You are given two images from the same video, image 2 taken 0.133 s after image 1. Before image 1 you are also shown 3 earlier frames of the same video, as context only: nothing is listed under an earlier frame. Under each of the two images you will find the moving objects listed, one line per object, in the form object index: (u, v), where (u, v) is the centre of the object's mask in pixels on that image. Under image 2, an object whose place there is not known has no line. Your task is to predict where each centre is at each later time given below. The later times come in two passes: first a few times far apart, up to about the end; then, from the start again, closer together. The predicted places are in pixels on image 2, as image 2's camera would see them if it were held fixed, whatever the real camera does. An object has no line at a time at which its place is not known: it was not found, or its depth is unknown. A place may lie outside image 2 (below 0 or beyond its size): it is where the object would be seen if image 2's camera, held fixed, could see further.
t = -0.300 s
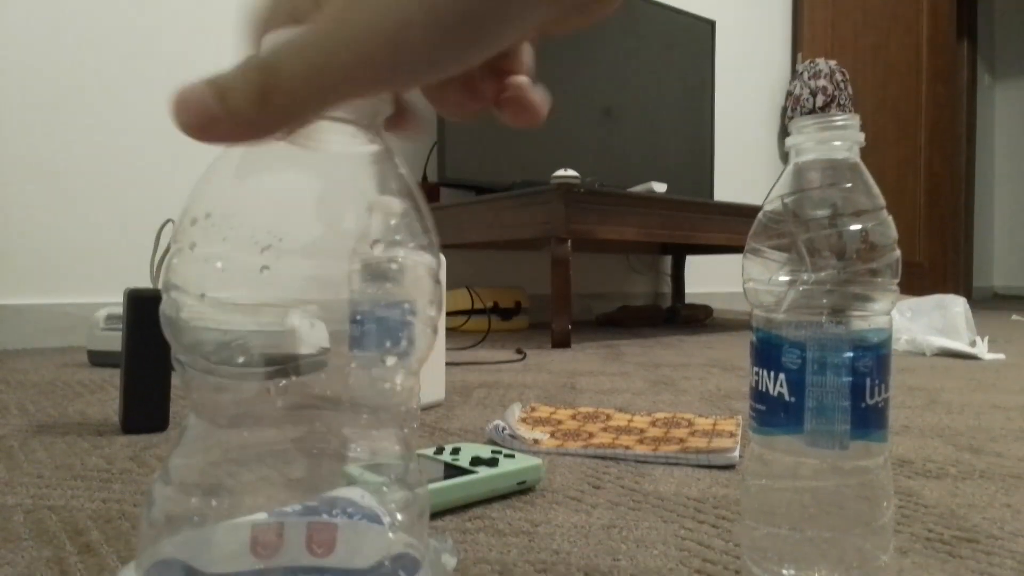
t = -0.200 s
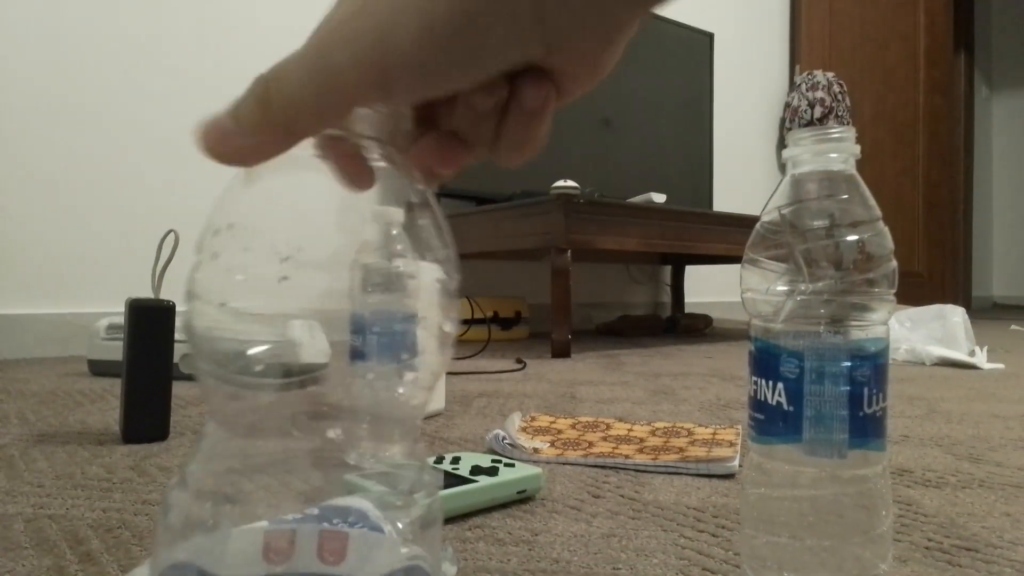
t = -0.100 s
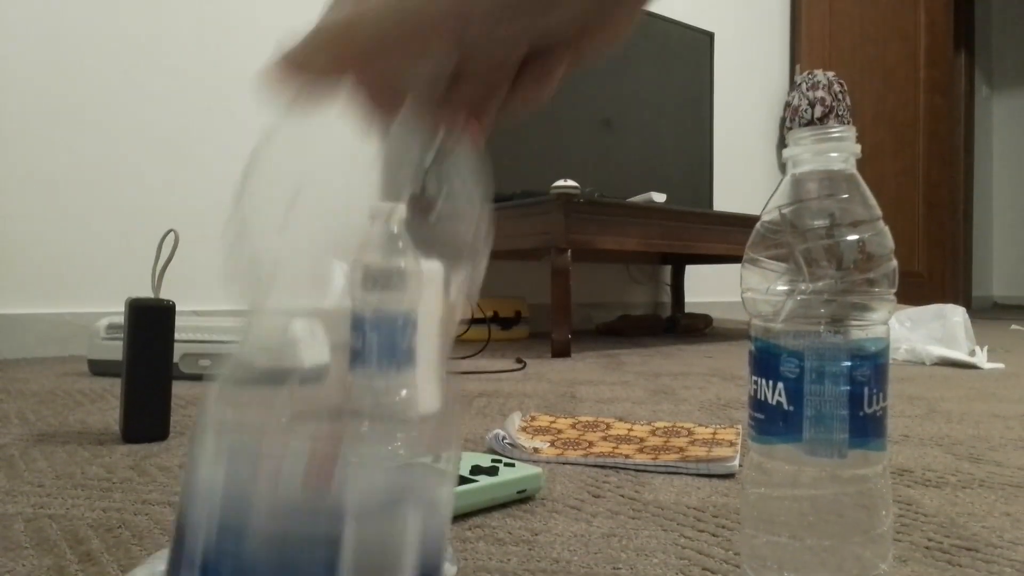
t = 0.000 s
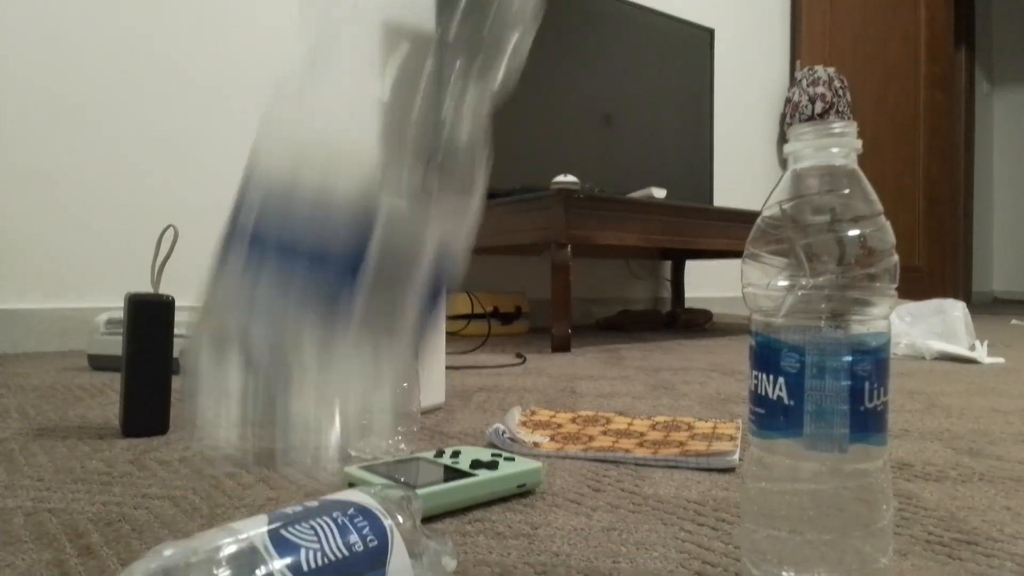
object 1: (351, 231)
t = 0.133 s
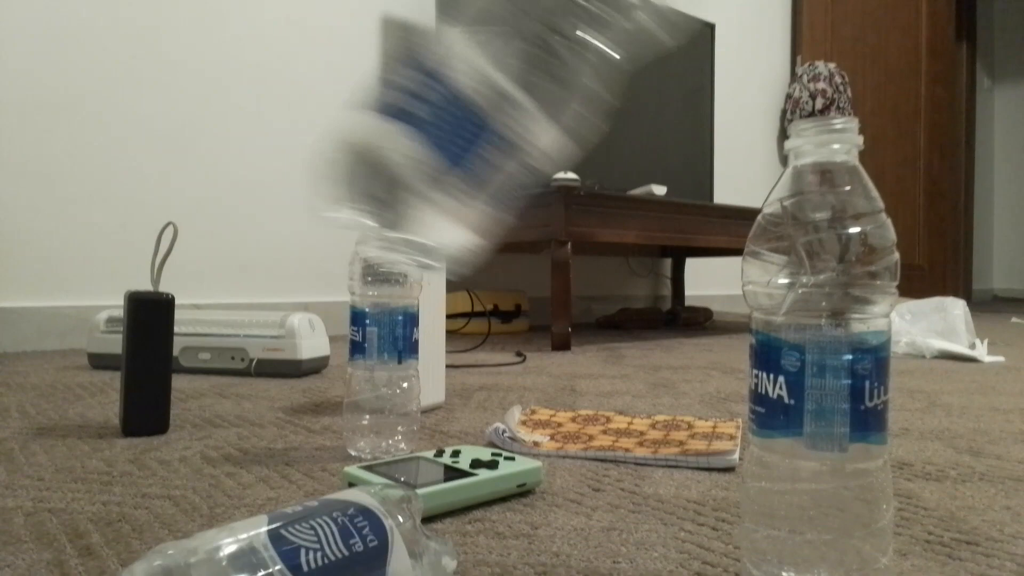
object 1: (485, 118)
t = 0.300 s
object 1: (882, 362)
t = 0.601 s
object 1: (904, 519)
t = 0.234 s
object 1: (698, 219)
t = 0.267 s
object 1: (787, 268)
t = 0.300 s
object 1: (882, 362)
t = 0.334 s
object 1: (902, 432)
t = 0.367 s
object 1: (890, 457)
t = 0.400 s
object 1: (893, 478)
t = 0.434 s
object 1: (897, 493)
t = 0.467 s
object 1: (901, 504)
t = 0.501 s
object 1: (902, 512)
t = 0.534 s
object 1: (903, 517)
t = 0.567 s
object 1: (903, 519)
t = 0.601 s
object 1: (904, 519)
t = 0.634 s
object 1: (904, 518)
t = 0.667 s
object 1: (904, 518)
